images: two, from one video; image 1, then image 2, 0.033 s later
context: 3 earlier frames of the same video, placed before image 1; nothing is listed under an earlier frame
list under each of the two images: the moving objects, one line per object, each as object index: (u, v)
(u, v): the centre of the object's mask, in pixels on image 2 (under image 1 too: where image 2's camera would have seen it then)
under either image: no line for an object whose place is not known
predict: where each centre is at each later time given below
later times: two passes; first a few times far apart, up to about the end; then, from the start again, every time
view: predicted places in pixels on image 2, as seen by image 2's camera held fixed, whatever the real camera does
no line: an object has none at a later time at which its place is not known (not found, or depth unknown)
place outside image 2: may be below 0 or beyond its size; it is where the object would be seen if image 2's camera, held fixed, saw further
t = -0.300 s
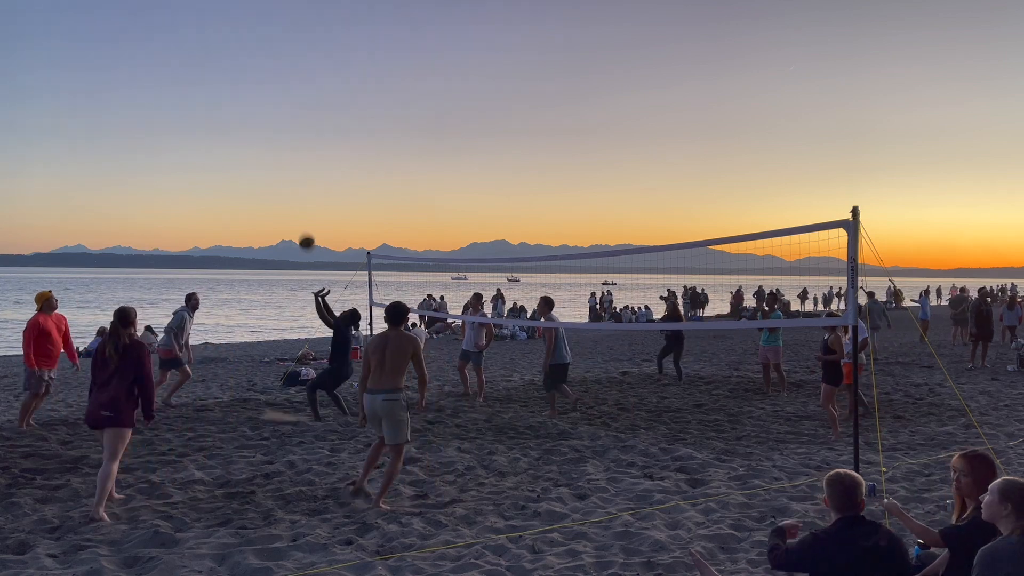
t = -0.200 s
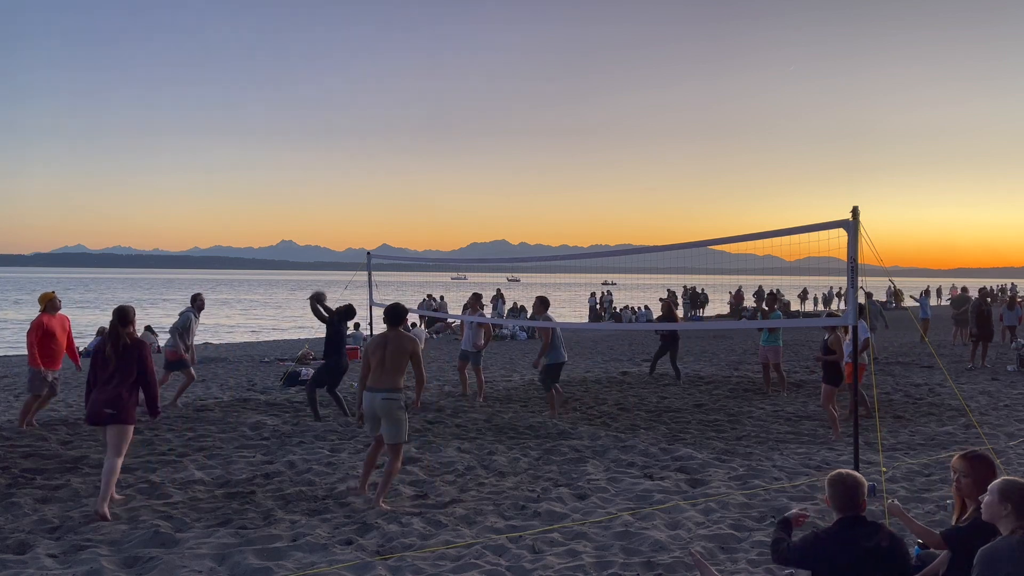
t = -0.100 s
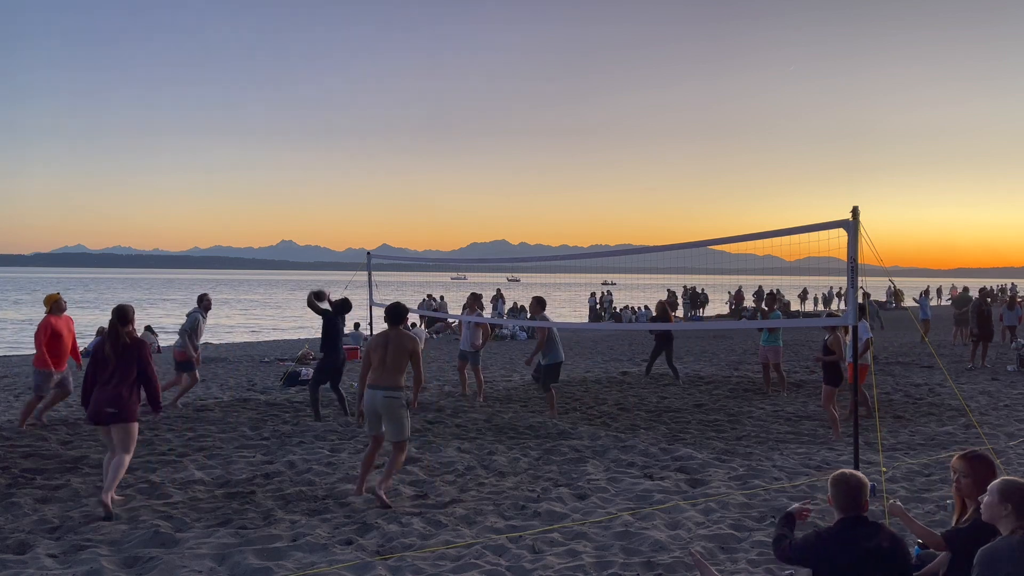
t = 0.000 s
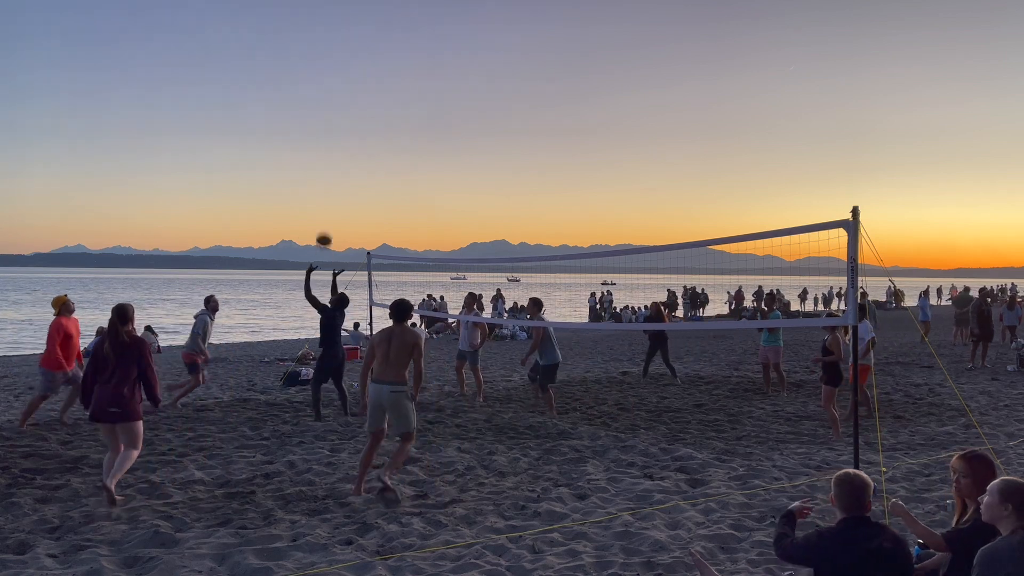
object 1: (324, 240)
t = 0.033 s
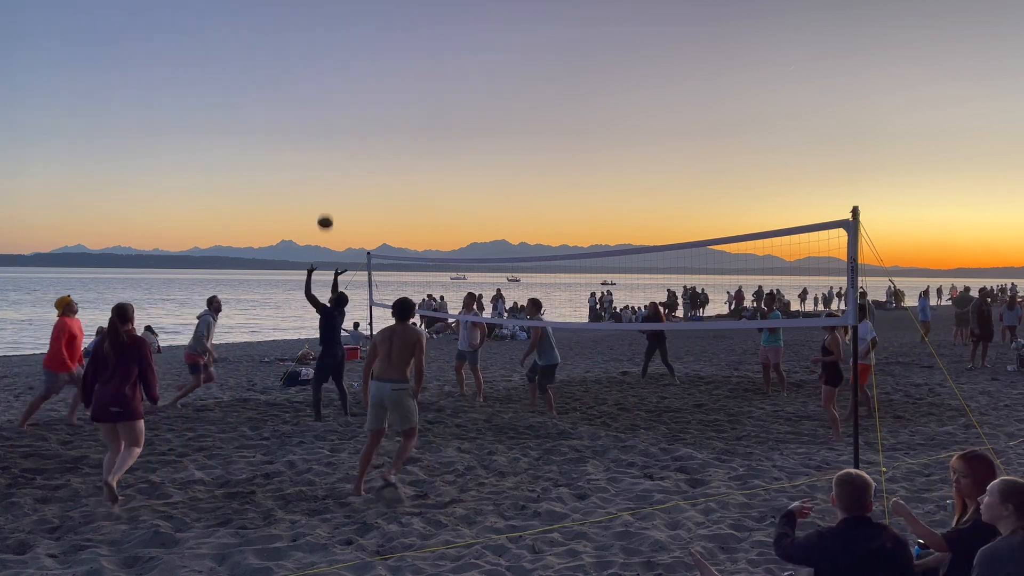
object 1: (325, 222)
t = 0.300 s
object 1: (335, 116)
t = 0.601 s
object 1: (344, 65)
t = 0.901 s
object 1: (353, 79)
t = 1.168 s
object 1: (359, 140)
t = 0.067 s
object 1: (326, 206)
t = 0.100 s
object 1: (327, 190)
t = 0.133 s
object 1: (329, 175)
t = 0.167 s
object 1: (330, 161)
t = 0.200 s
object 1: (331, 149)
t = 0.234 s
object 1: (332, 137)
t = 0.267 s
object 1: (334, 126)
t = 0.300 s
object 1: (335, 116)
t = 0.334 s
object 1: (336, 106)
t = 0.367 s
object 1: (337, 98)
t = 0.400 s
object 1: (338, 91)
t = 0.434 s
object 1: (339, 85)
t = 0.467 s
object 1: (340, 79)
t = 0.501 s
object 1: (341, 74)
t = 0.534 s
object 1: (342, 71)
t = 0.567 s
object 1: (343, 68)
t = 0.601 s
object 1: (344, 65)
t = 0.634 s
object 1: (345, 64)
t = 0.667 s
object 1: (346, 63)
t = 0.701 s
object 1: (347, 63)
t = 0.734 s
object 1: (348, 64)
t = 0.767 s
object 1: (349, 65)
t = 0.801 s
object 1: (350, 68)
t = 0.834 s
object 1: (351, 71)
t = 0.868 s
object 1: (352, 74)
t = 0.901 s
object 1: (353, 79)
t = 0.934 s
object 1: (354, 84)
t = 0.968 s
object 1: (354, 90)
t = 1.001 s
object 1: (355, 97)
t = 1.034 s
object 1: (356, 104)
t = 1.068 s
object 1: (357, 112)
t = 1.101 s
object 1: (358, 121)
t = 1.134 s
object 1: (359, 130)
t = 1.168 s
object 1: (359, 140)
